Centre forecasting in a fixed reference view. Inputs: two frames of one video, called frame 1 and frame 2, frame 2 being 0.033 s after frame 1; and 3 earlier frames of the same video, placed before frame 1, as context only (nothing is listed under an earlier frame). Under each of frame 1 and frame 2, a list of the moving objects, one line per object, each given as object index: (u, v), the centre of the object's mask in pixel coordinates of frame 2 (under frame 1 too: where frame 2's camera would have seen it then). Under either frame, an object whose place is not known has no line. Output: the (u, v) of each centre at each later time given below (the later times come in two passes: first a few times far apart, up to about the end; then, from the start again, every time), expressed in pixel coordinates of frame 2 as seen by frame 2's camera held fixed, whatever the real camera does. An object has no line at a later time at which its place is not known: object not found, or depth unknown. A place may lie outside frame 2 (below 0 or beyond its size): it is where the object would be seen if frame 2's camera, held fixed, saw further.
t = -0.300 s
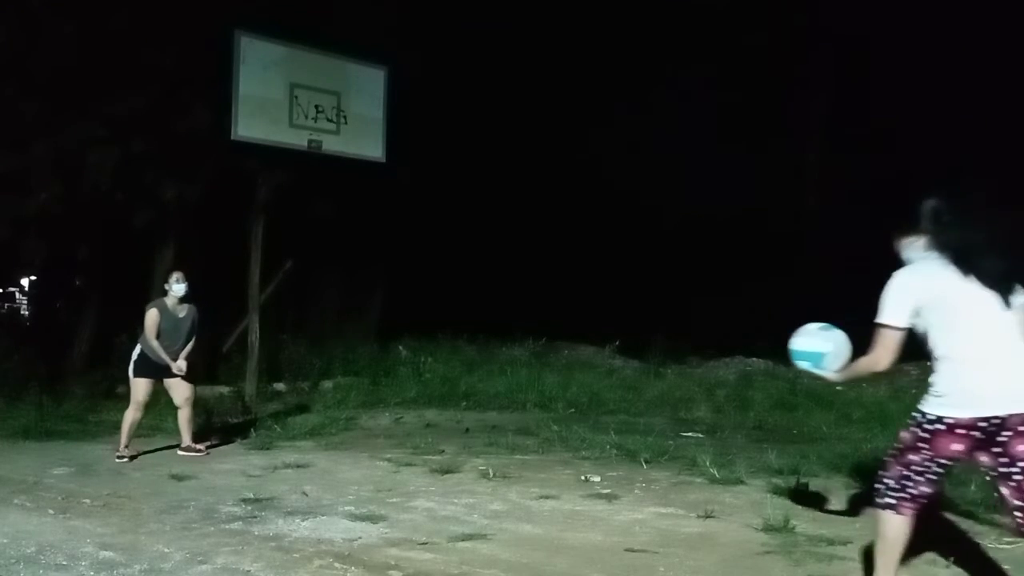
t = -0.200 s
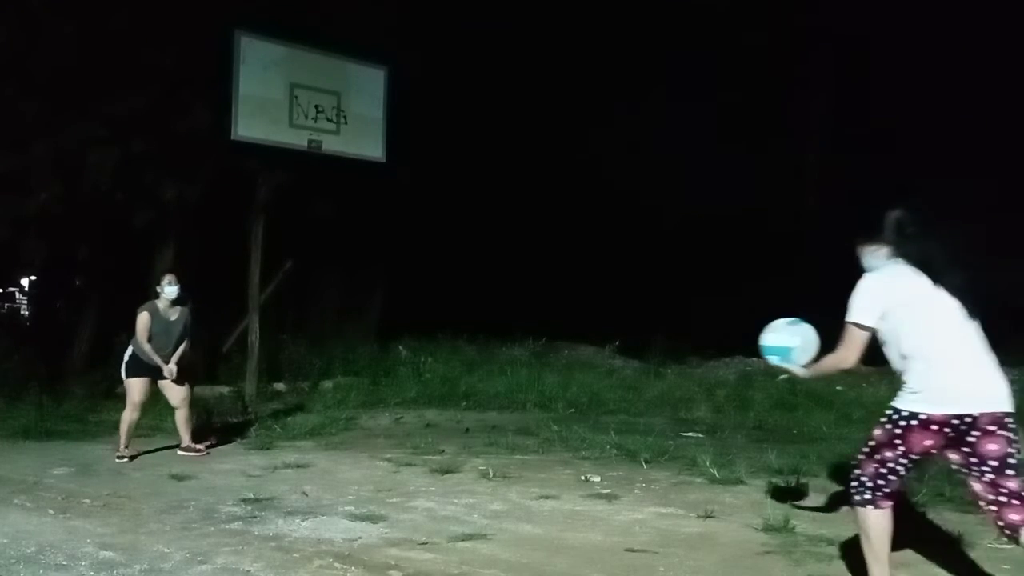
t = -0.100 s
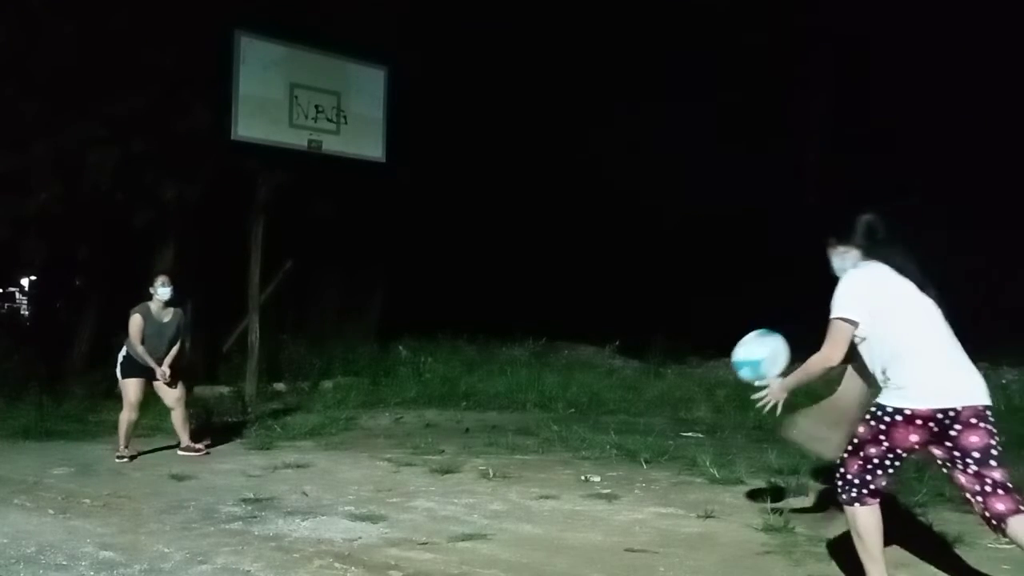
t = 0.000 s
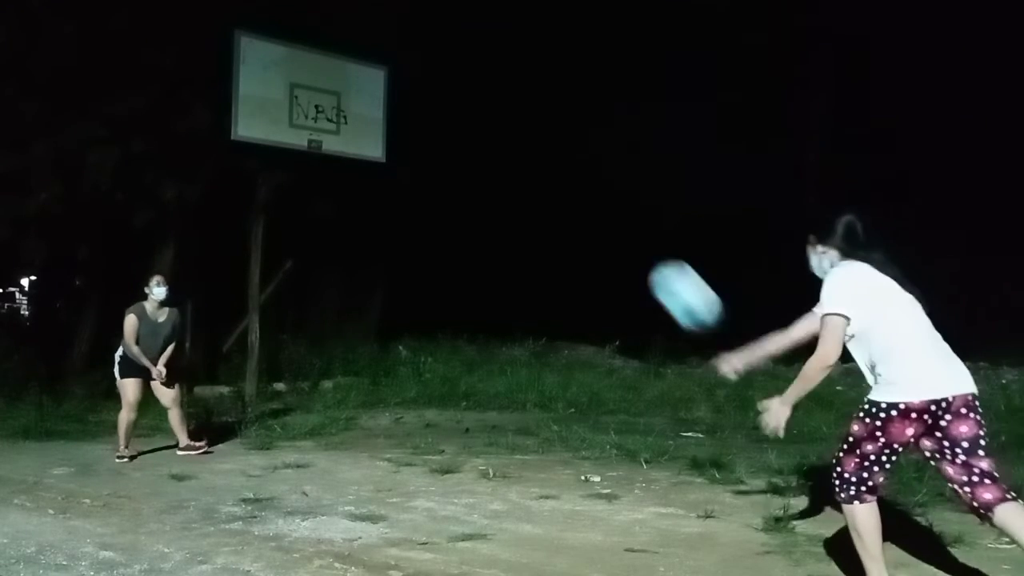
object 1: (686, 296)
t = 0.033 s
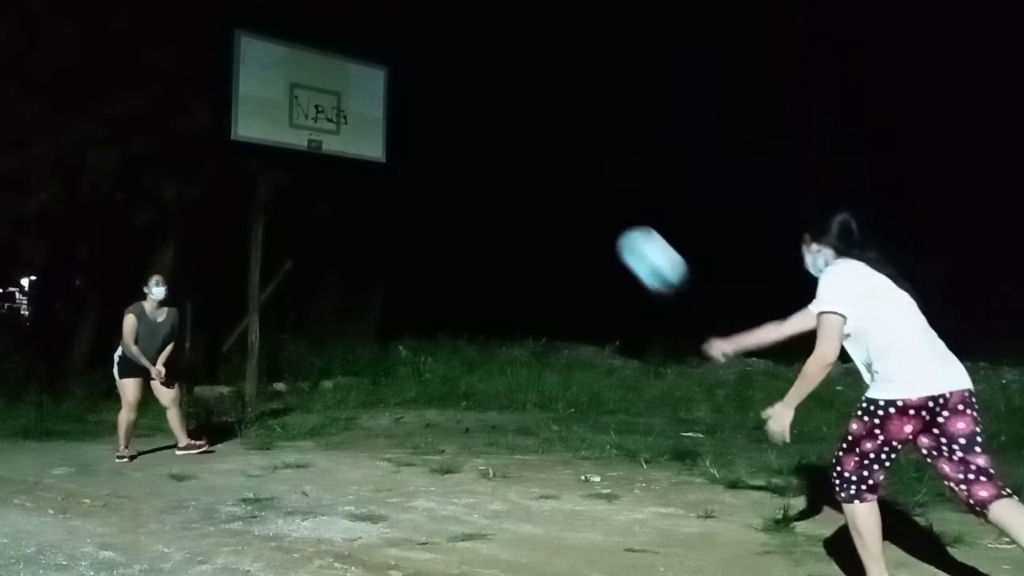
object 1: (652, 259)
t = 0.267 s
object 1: (468, 112)
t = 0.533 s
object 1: (331, 95)
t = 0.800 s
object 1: (233, 180)
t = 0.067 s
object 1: (621, 228)
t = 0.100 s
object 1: (591, 200)
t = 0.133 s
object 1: (564, 176)
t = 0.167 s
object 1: (538, 156)
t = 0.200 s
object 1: (513, 138)
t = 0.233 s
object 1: (490, 123)
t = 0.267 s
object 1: (468, 112)
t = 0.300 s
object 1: (449, 103)
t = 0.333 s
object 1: (429, 96)
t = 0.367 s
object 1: (410, 91)
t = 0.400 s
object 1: (393, 88)
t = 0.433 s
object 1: (376, 87)
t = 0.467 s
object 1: (361, 89)
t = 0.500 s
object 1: (345, 92)
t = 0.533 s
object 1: (331, 95)
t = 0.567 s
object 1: (316, 102)
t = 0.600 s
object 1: (304, 109)
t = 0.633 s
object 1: (290, 118)
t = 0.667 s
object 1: (278, 128)
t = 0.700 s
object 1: (266, 140)
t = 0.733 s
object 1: (255, 152)
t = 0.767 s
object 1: (244, 165)
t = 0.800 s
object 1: (233, 180)
